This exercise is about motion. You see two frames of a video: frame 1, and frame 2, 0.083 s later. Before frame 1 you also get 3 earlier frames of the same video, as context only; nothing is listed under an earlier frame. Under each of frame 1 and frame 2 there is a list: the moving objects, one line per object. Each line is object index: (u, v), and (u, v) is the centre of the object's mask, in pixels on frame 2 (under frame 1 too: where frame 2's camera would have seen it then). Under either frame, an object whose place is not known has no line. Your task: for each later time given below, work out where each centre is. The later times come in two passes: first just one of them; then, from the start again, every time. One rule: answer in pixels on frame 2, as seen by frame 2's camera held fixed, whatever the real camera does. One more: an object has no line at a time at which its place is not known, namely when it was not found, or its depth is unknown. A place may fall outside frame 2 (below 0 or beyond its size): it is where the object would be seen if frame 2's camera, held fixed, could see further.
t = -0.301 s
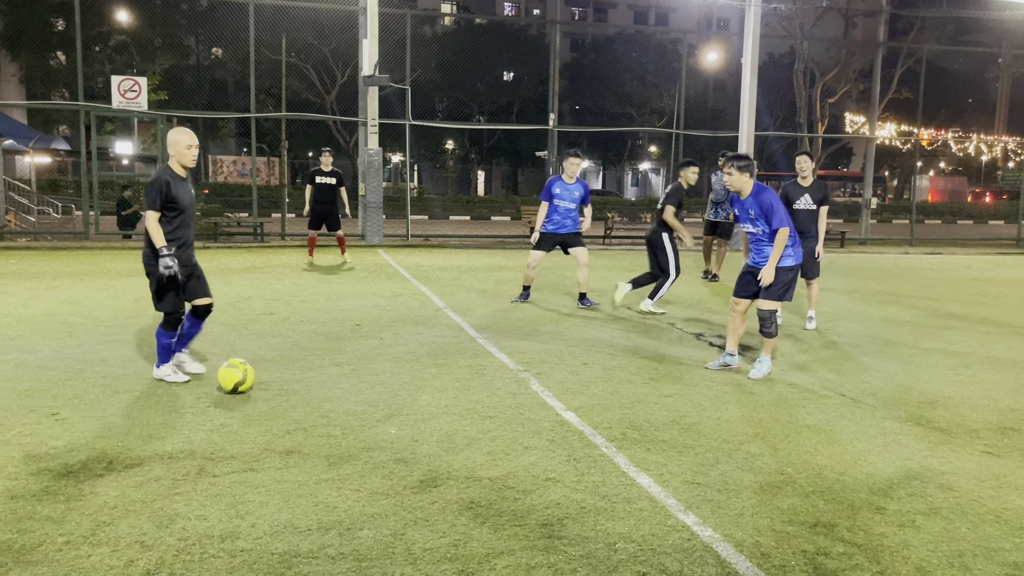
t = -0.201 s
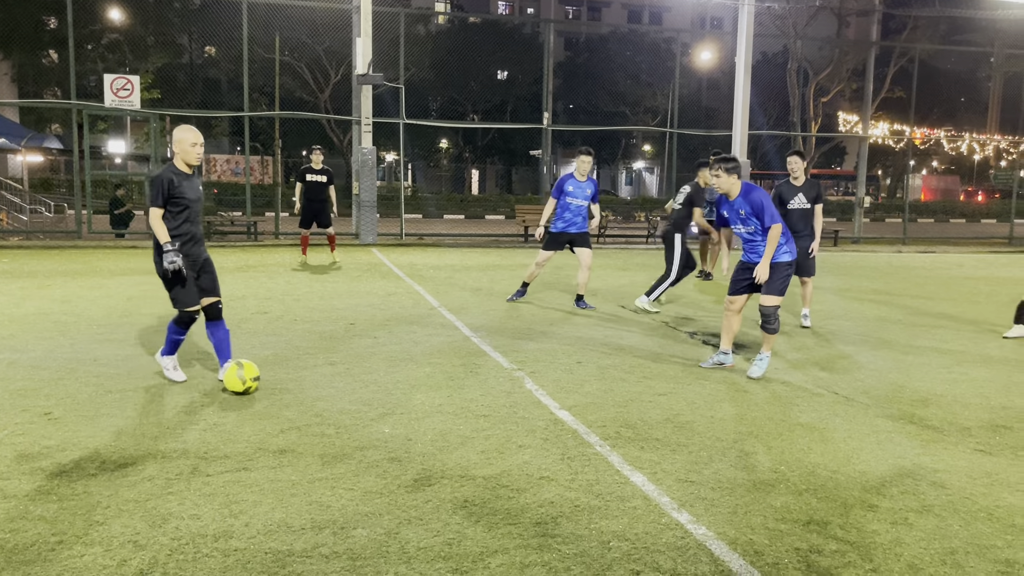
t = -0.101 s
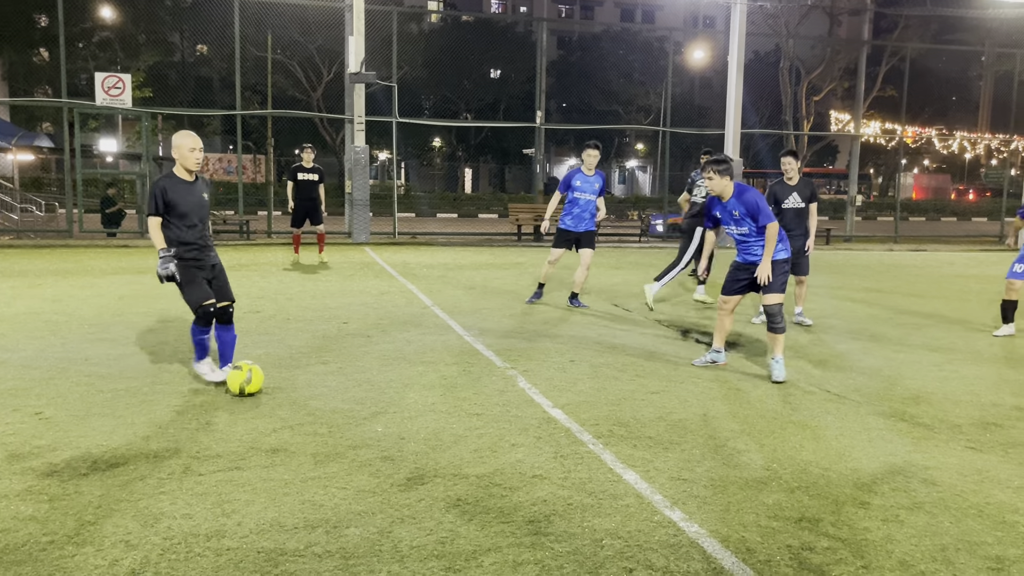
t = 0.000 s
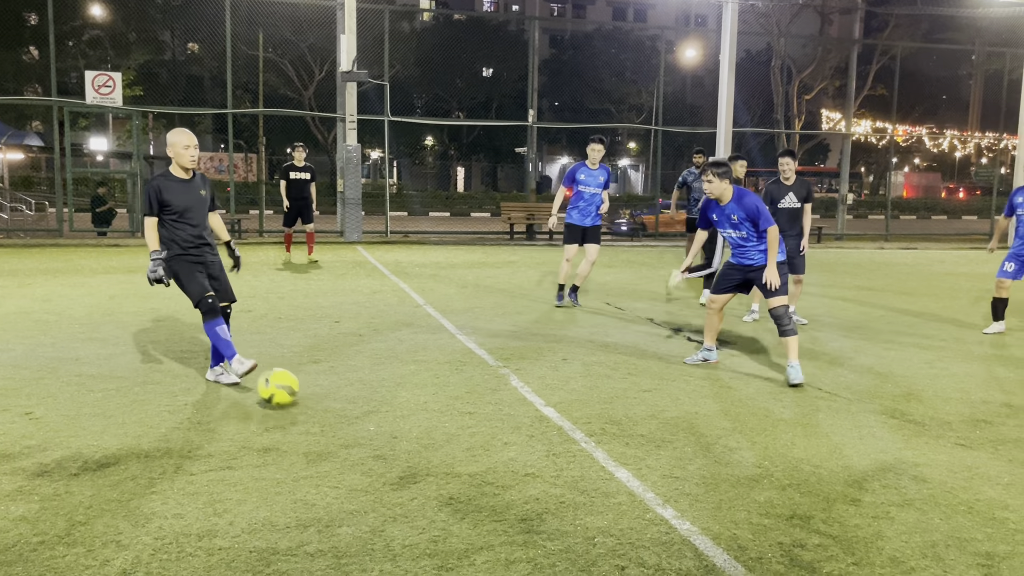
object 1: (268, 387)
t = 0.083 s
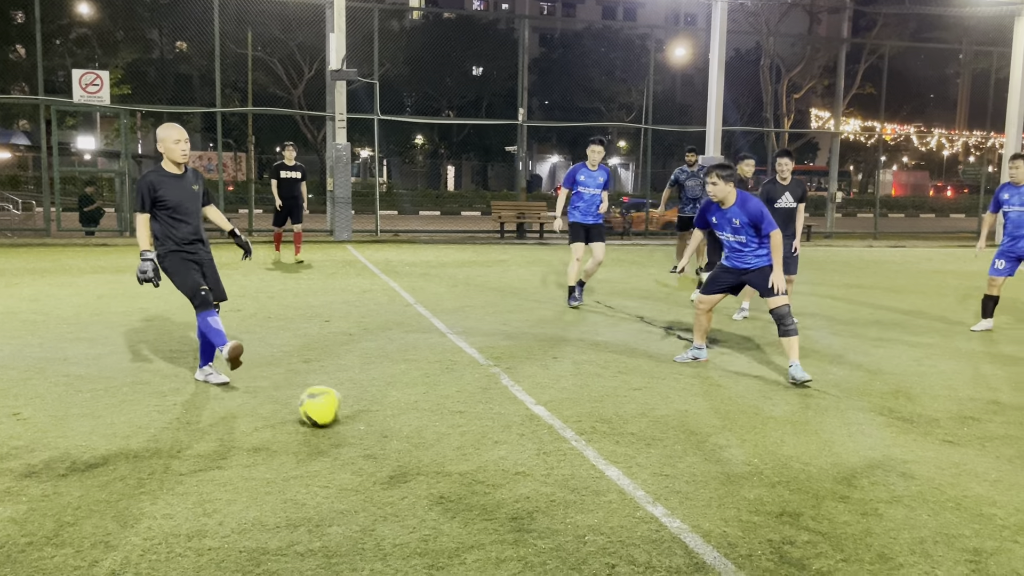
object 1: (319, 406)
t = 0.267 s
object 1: (439, 444)
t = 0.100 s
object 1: (331, 408)
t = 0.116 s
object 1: (340, 412)
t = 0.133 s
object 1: (351, 415)
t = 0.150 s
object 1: (362, 419)
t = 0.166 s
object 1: (373, 424)
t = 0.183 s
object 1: (384, 429)
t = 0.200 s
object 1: (396, 432)
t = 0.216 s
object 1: (406, 435)
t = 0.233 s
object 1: (416, 437)
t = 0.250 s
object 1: (428, 440)
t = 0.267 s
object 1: (439, 444)
